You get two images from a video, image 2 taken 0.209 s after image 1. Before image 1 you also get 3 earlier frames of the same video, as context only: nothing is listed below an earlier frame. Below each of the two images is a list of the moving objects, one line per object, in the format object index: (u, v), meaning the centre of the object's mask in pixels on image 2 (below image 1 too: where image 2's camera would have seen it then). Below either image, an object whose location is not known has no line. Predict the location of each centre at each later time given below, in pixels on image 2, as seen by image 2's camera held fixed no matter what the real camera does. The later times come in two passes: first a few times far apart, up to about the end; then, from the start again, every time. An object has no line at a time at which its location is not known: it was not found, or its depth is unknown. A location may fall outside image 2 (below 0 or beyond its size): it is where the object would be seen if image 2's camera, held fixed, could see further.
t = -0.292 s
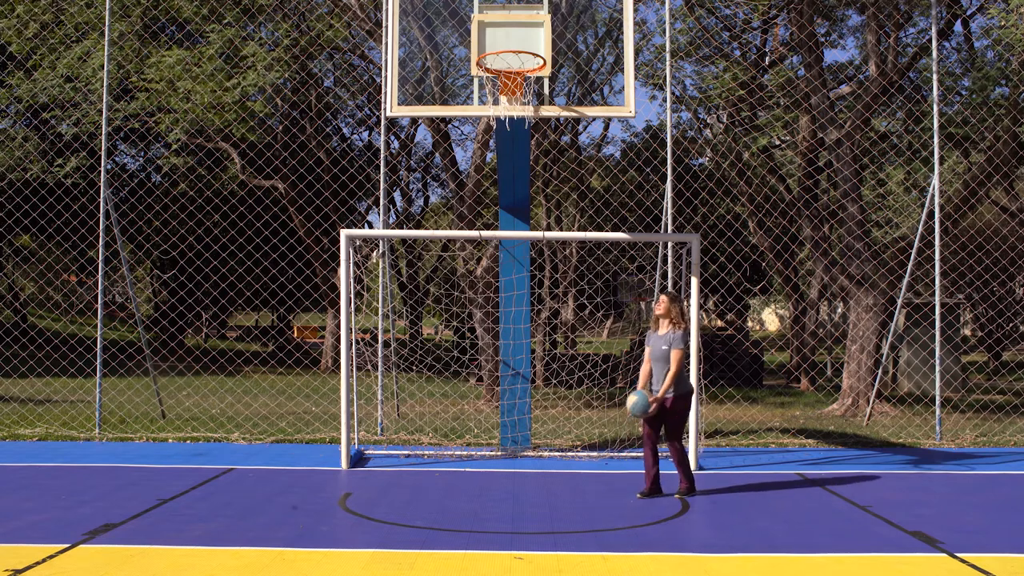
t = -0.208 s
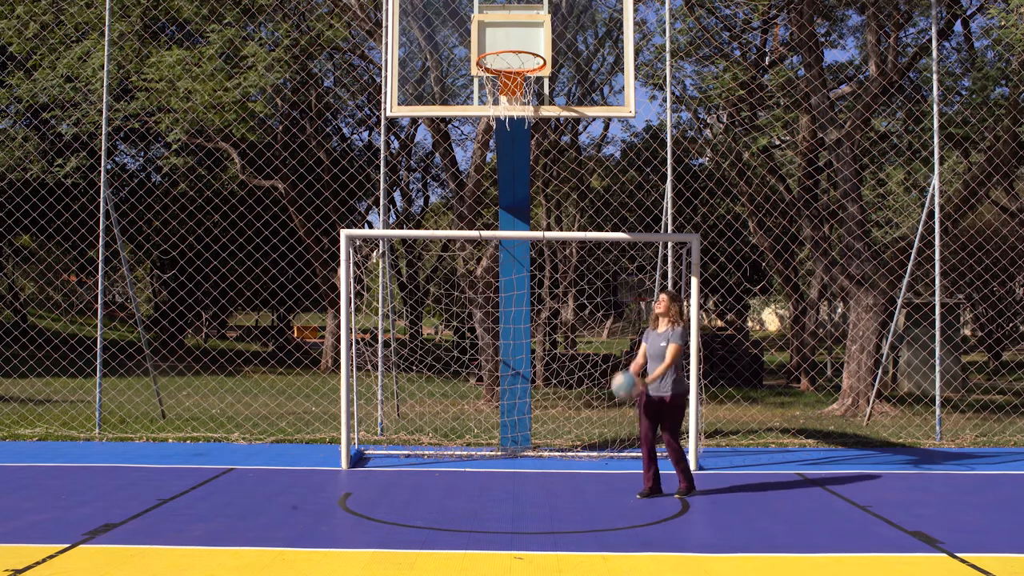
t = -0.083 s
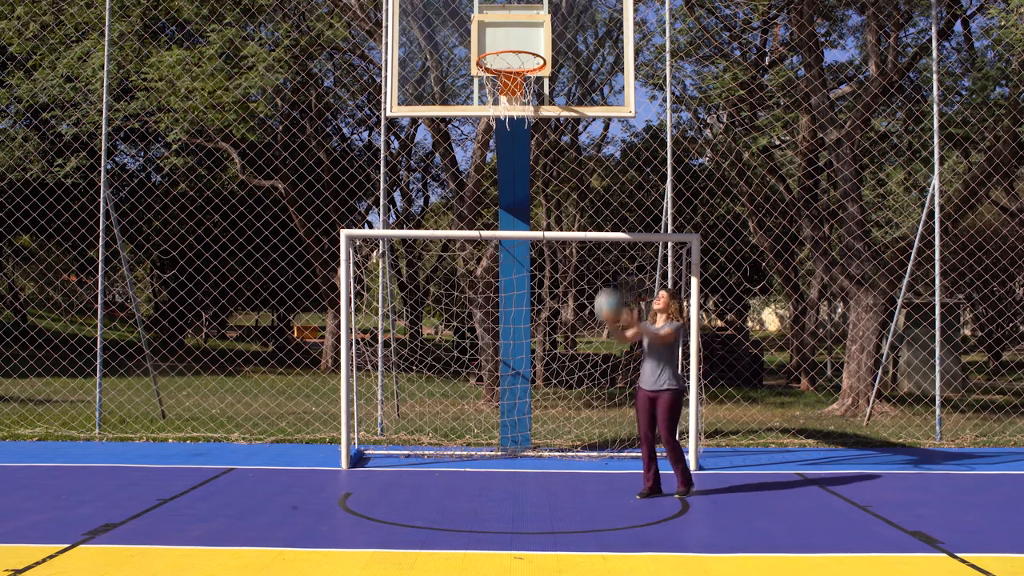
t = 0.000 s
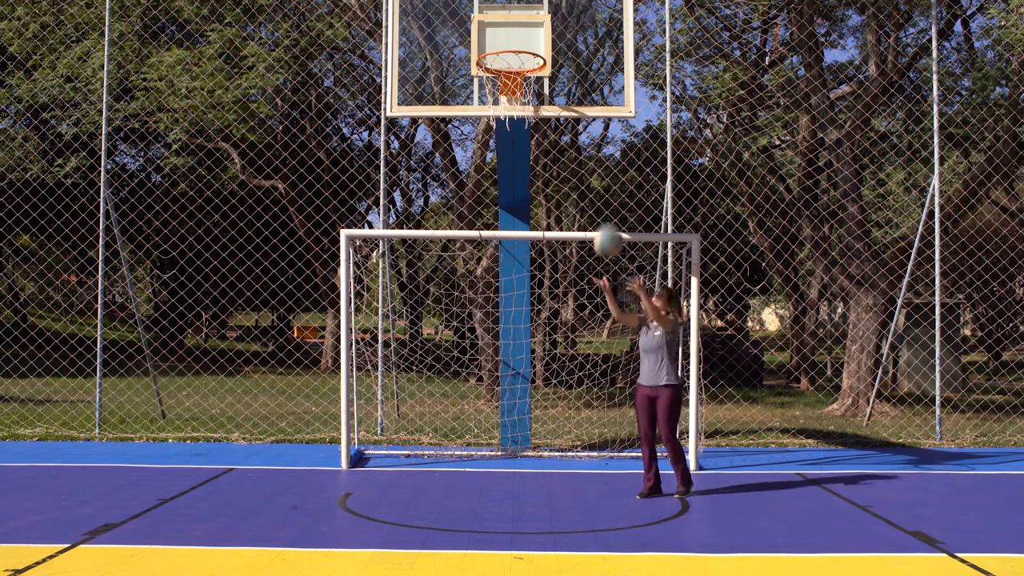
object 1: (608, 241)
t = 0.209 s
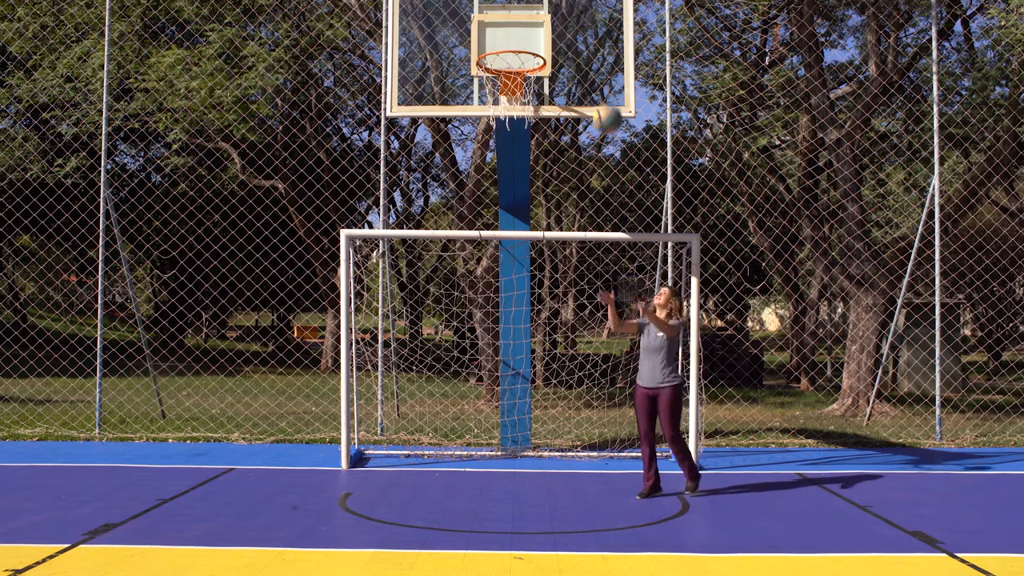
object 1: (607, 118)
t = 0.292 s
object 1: (607, 87)
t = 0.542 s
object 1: (607, 47)
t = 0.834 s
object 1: (610, 102)
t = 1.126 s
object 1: (616, 279)
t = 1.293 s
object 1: (621, 434)
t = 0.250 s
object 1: (607, 100)
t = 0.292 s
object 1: (607, 87)
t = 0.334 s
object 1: (605, 74)
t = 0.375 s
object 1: (607, 63)
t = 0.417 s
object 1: (607, 56)
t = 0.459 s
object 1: (608, 50)
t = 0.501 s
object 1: (607, 47)
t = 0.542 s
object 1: (607, 47)
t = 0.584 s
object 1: (608, 47)
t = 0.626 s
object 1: (607, 51)
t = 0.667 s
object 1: (608, 56)
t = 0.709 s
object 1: (609, 64)
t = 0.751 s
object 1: (609, 74)
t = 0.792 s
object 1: (609, 87)
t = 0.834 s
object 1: (610, 102)
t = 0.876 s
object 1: (612, 121)
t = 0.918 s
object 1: (611, 141)
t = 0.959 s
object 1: (611, 165)
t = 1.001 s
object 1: (612, 189)
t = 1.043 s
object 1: (613, 215)
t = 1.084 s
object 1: (614, 247)
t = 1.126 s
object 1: (616, 279)
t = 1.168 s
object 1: (616, 314)
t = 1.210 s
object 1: (618, 352)
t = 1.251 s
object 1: (621, 392)
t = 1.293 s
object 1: (621, 434)
